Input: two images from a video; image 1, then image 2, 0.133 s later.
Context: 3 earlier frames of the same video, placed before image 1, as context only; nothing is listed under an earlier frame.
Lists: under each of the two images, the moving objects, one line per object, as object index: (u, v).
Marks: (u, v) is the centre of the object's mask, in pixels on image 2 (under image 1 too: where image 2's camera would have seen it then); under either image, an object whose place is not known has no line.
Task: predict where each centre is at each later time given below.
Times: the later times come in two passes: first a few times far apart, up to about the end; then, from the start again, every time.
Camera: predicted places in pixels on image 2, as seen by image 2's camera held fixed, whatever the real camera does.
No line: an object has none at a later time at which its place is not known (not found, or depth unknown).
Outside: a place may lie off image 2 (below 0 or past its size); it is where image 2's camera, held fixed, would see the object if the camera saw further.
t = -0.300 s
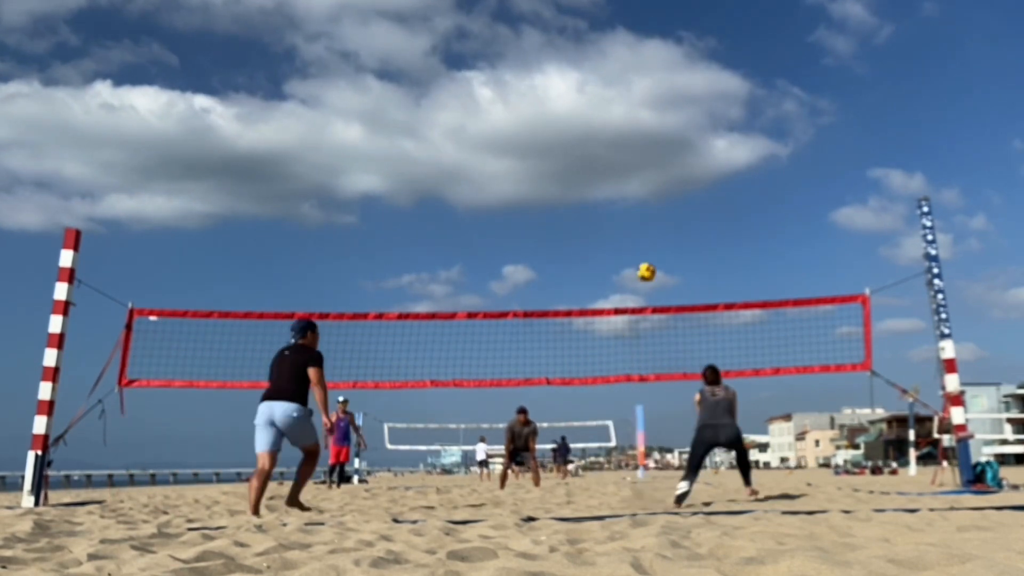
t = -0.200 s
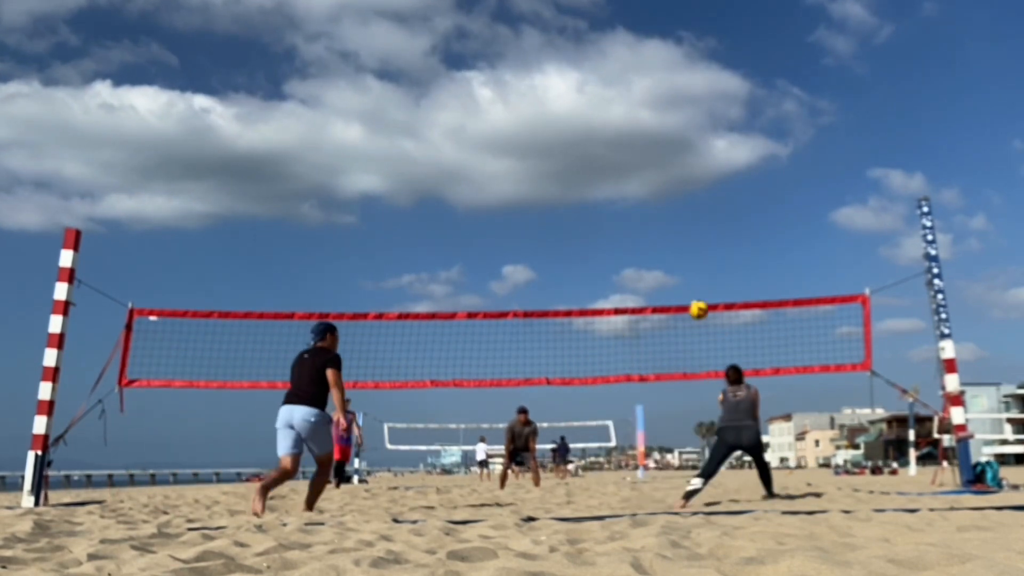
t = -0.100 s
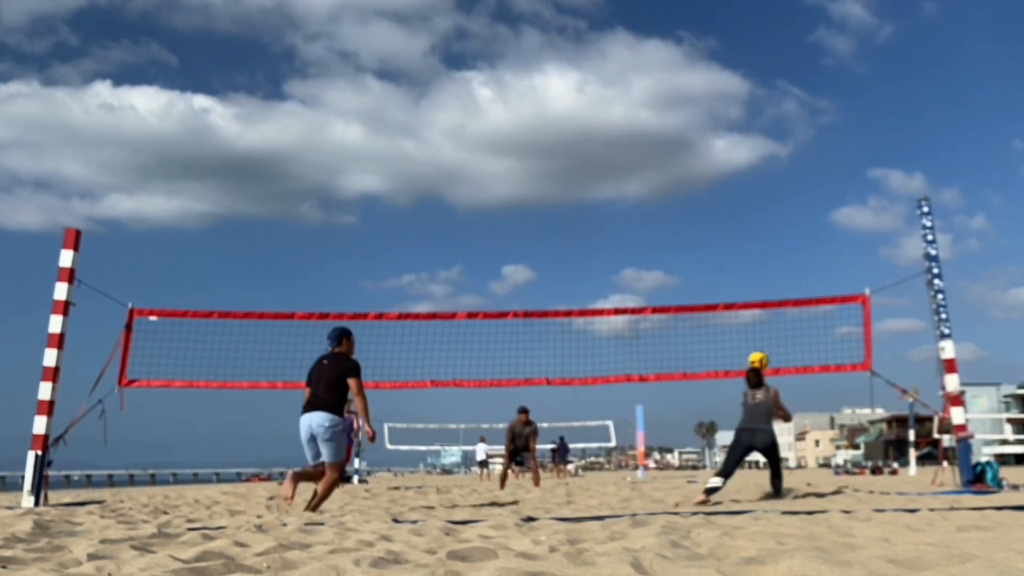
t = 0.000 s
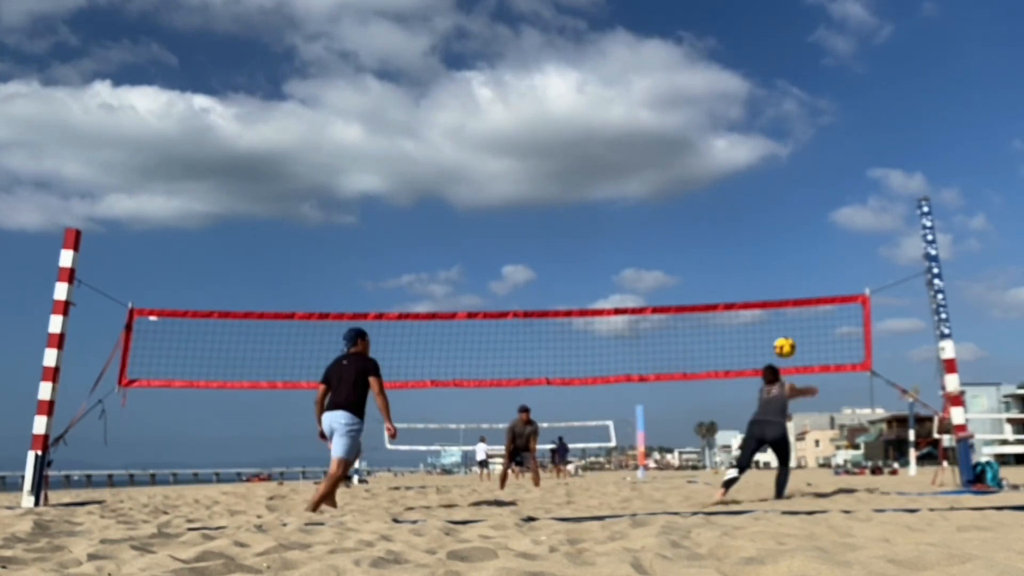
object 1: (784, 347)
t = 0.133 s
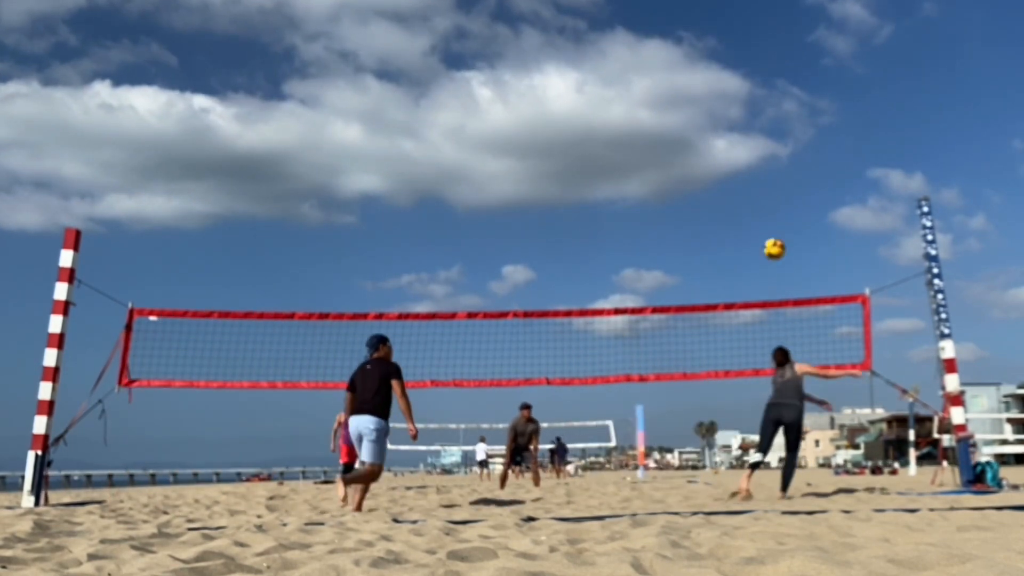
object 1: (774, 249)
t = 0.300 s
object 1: (763, 153)
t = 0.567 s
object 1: (747, 57)
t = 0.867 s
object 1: (732, 31)
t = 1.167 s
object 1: (722, 93)
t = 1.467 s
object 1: (718, 244)
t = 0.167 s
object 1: (772, 227)
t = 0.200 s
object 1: (770, 207)
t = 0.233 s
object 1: (767, 188)
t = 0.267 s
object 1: (765, 169)
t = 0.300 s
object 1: (763, 153)
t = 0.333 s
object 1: (761, 137)
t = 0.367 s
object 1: (759, 122)
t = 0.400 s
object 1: (757, 108)
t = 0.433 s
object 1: (755, 96)
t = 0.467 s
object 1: (753, 84)
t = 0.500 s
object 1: (751, 74)
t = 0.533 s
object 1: (749, 65)
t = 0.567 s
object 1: (747, 57)
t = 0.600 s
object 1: (746, 49)
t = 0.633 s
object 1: (744, 43)
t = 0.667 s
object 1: (742, 39)
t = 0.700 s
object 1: (741, 35)
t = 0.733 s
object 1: (739, 32)
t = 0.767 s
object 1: (737, 30)
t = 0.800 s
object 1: (736, 29)
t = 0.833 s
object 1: (734, 30)
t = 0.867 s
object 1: (732, 31)
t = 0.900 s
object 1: (732, 34)
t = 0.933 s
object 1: (730, 38)
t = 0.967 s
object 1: (729, 42)
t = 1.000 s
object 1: (727, 48)
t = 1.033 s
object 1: (727, 55)
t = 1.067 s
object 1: (726, 63)
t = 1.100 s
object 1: (725, 71)
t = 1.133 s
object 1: (723, 82)
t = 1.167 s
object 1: (722, 93)
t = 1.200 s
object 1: (721, 106)
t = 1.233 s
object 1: (720, 119)
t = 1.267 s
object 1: (720, 134)
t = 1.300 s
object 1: (719, 150)
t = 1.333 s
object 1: (719, 166)
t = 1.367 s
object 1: (718, 184)
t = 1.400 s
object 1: (718, 203)
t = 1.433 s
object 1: (718, 223)
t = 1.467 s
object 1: (718, 244)
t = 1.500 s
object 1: (717, 266)
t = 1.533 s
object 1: (718, 290)
